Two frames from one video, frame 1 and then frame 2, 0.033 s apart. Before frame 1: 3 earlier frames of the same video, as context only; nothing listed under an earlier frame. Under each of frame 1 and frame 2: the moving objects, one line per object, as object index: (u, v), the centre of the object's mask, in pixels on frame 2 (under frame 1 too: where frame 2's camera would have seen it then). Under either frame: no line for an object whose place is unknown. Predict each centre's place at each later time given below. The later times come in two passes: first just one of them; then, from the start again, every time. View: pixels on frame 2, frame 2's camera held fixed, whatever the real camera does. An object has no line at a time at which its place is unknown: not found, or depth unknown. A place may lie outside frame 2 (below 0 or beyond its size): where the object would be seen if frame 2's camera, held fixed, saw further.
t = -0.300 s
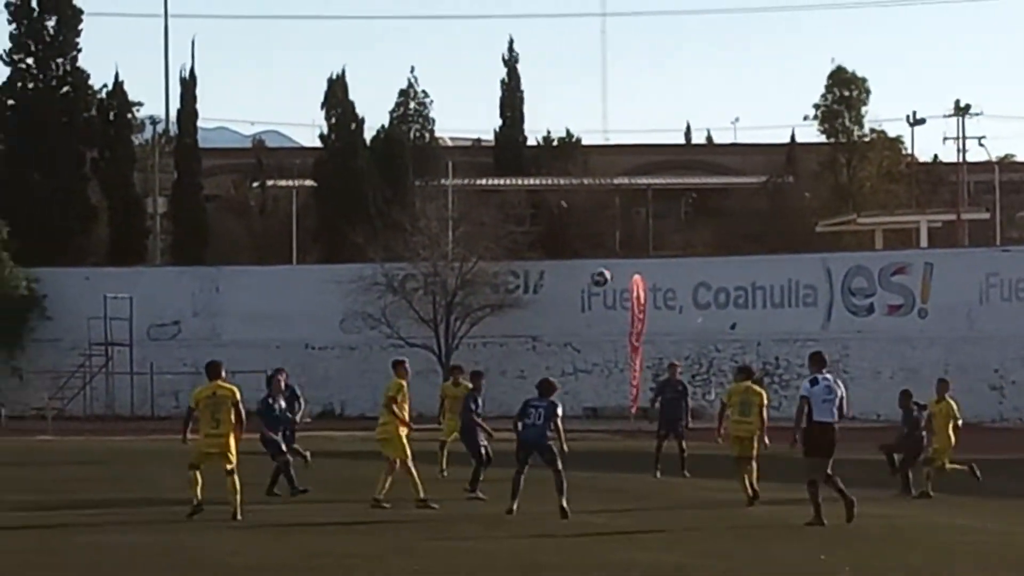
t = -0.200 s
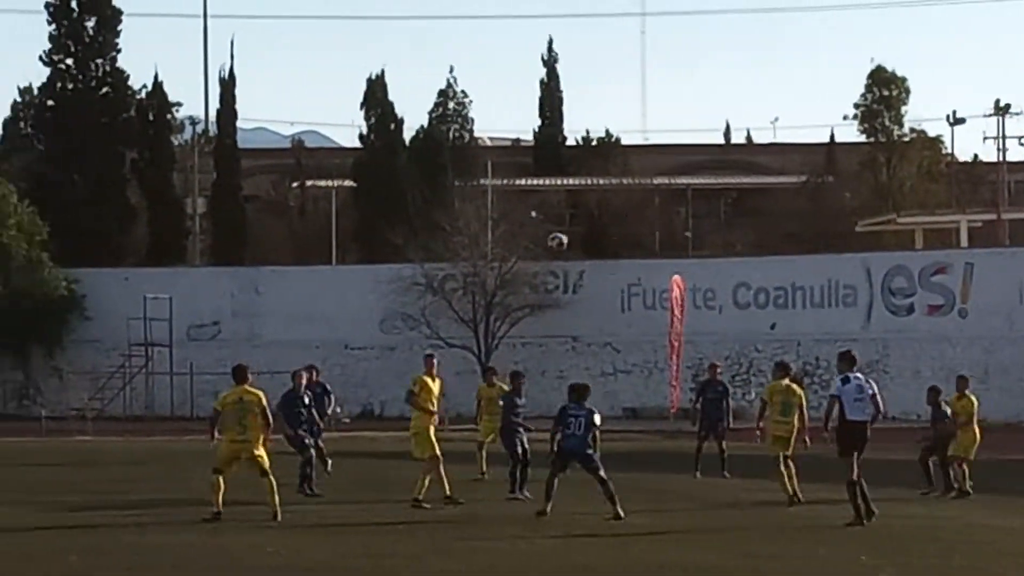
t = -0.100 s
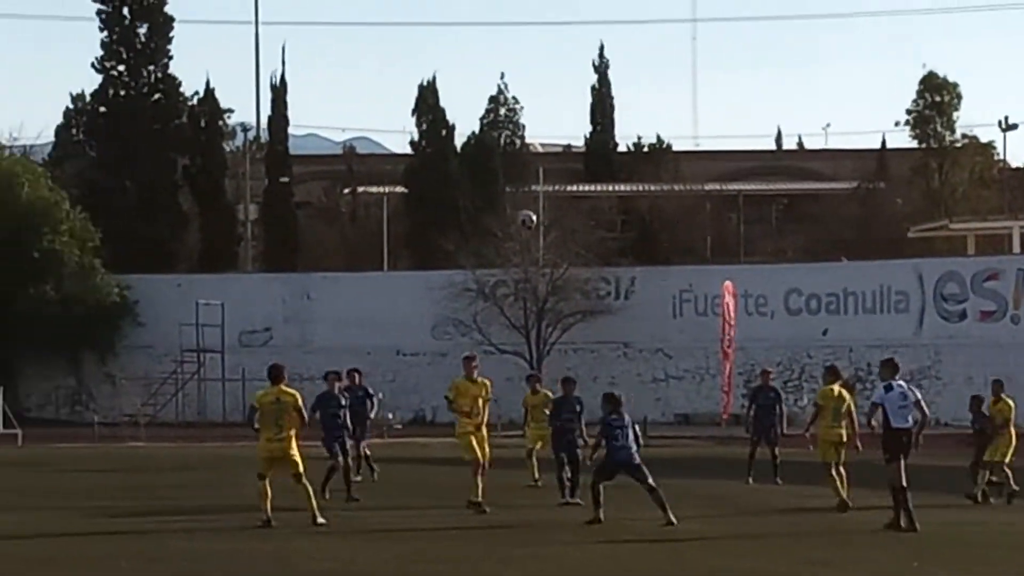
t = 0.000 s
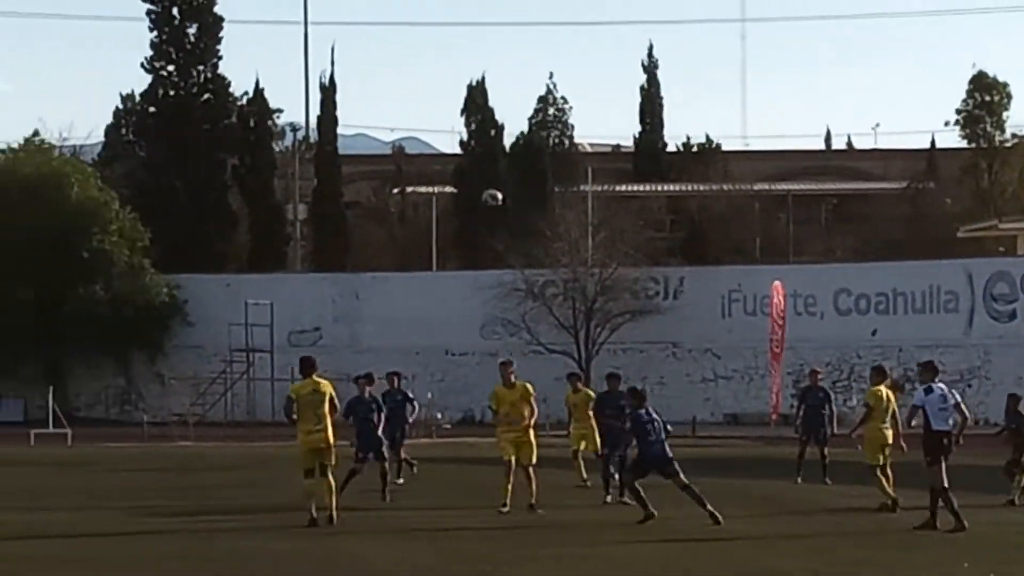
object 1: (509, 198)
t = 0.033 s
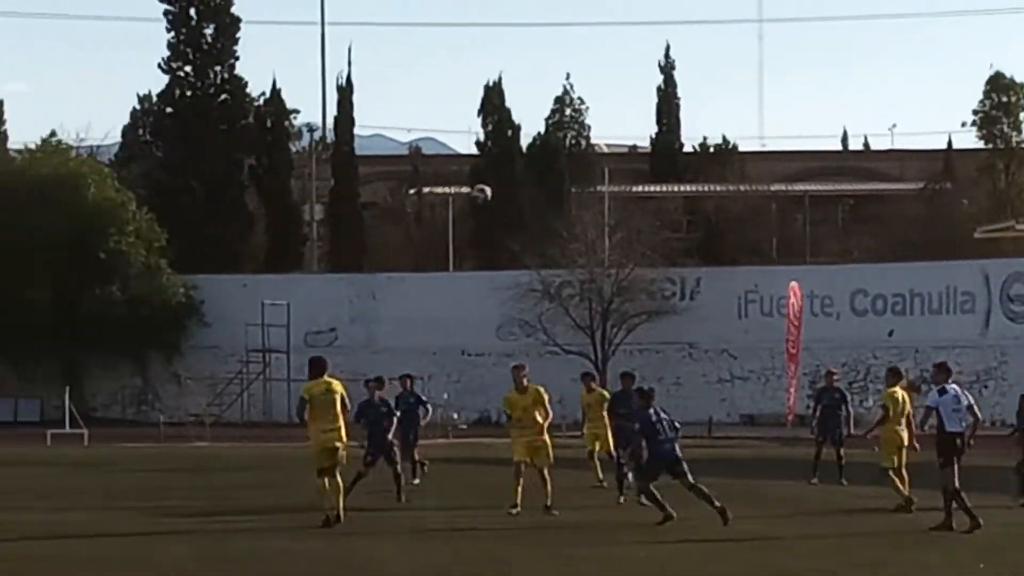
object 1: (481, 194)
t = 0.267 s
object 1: (284, 182)
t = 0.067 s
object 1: (452, 189)
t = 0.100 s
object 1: (425, 186)
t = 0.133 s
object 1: (397, 183)
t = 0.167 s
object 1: (369, 181)
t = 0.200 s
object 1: (340, 180)
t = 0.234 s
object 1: (313, 181)
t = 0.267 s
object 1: (284, 182)
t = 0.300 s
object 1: (255, 184)
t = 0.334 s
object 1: (228, 187)
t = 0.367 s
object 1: (199, 191)
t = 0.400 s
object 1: (170, 196)
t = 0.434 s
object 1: (142, 202)
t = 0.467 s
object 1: (112, 209)
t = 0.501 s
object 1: (83, 219)
